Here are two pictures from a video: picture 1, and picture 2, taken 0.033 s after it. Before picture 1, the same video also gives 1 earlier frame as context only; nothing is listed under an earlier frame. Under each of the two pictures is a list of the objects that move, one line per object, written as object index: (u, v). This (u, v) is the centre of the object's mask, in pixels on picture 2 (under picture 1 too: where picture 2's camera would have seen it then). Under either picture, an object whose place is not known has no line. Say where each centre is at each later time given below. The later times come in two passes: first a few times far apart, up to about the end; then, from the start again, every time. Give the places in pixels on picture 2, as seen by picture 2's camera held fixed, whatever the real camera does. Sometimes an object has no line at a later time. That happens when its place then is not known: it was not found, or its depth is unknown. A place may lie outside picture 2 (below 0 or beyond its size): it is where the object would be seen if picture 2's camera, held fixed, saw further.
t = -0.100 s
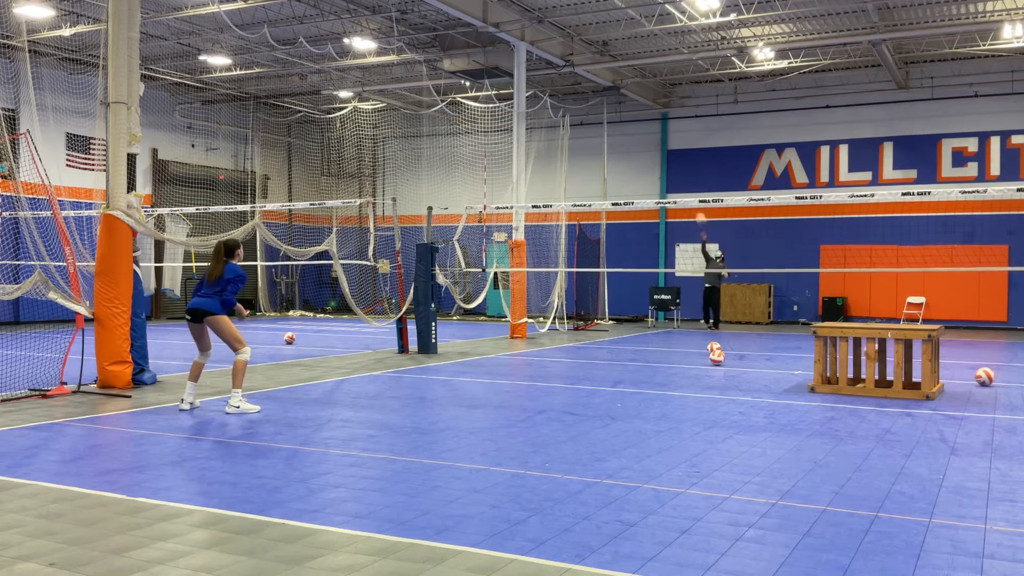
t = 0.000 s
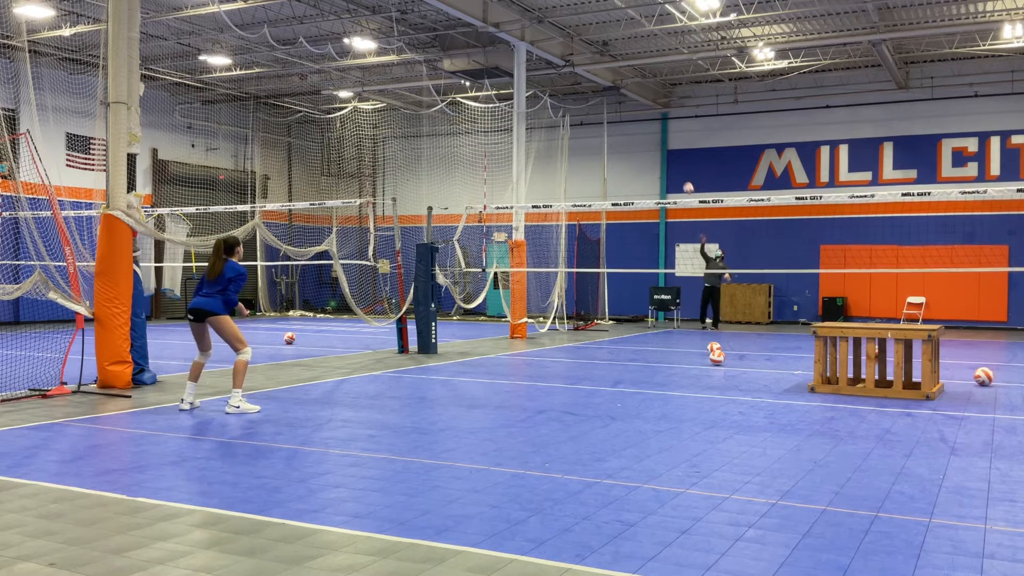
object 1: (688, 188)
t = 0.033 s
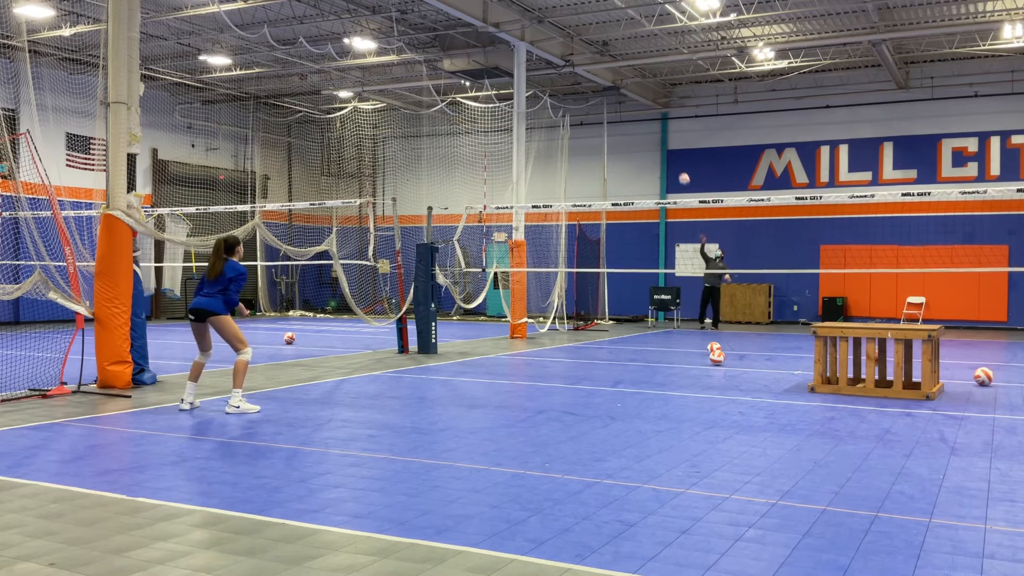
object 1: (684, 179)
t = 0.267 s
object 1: (649, 119)
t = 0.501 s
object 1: (604, 80)
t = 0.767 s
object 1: (538, 73)
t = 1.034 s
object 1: (445, 128)
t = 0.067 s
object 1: (679, 169)
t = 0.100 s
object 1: (675, 161)
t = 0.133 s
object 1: (670, 152)
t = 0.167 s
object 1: (665, 143)
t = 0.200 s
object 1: (660, 135)
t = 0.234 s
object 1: (654, 126)
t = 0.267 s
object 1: (649, 119)
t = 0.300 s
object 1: (643, 113)
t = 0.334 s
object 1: (637, 106)
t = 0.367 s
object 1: (631, 99)
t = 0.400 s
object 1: (625, 95)
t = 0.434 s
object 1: (618, 89)
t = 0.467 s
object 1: (612, 85)
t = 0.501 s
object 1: (604, 80)
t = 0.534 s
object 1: (597, 76)
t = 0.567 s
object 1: (590, 73)
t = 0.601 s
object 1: (581, 71)
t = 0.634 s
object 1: (574, 70)
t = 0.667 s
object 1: (566, 69)
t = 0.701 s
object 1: (557, 70)
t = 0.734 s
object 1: (548, 71)
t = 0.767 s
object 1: (538, 73)
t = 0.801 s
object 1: (529, 76)
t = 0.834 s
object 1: (518, 80)
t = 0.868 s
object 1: (507, 85)
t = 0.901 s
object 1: (496, 91)
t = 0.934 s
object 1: (484, 98)
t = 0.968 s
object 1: (470, 107)
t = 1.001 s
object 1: (458, 117)
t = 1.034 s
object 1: (445, 128)
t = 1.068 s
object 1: (431, 142)
